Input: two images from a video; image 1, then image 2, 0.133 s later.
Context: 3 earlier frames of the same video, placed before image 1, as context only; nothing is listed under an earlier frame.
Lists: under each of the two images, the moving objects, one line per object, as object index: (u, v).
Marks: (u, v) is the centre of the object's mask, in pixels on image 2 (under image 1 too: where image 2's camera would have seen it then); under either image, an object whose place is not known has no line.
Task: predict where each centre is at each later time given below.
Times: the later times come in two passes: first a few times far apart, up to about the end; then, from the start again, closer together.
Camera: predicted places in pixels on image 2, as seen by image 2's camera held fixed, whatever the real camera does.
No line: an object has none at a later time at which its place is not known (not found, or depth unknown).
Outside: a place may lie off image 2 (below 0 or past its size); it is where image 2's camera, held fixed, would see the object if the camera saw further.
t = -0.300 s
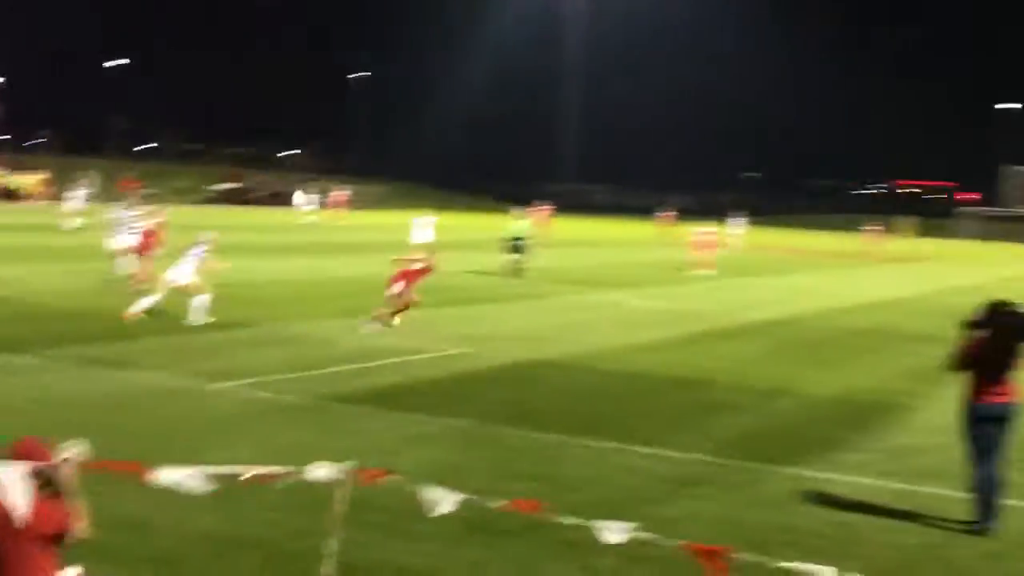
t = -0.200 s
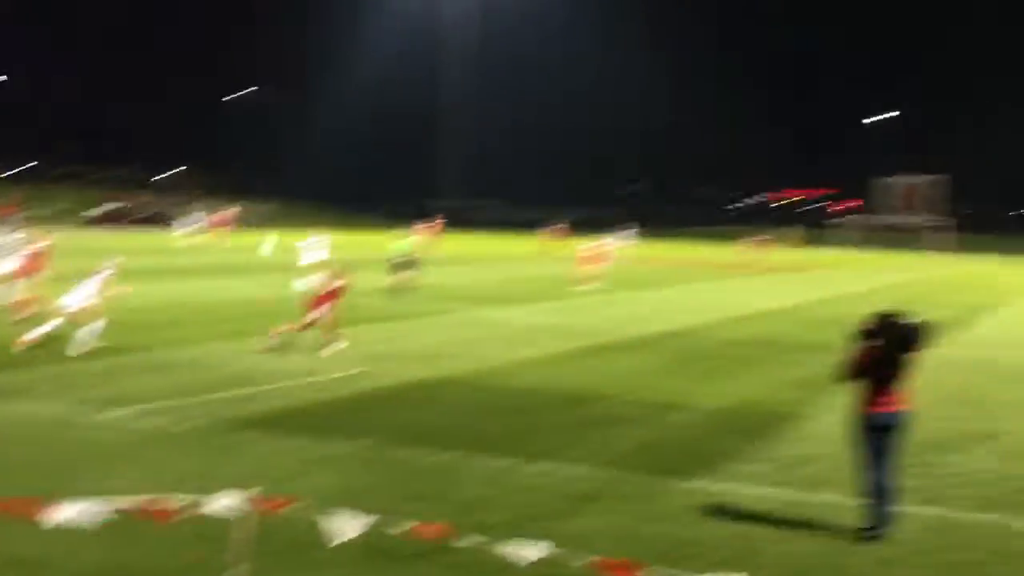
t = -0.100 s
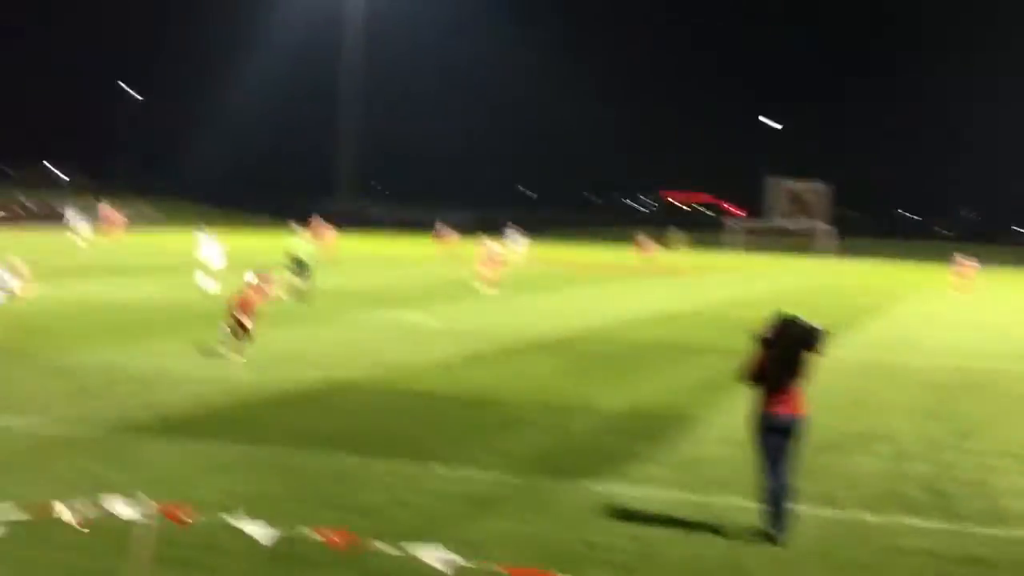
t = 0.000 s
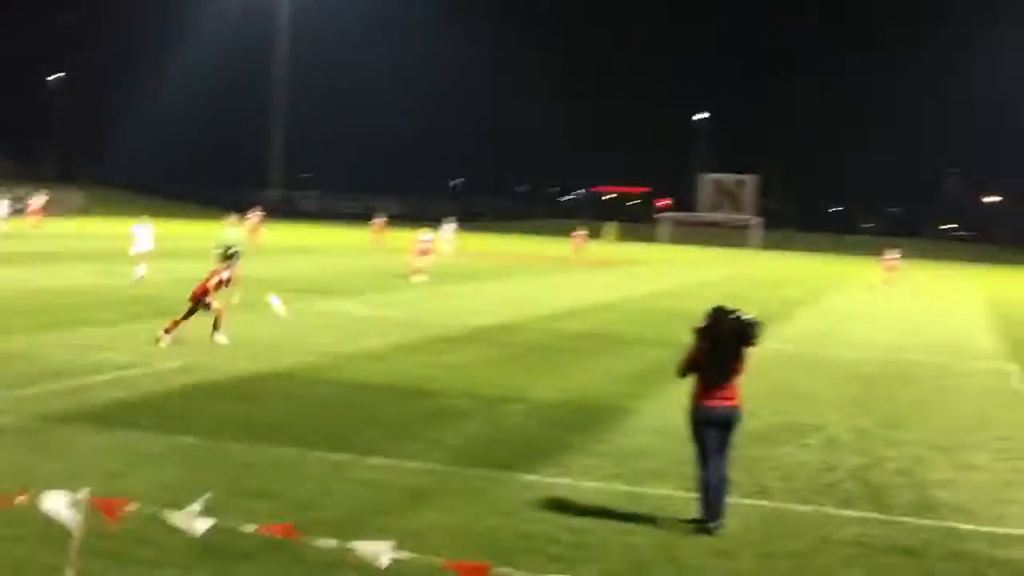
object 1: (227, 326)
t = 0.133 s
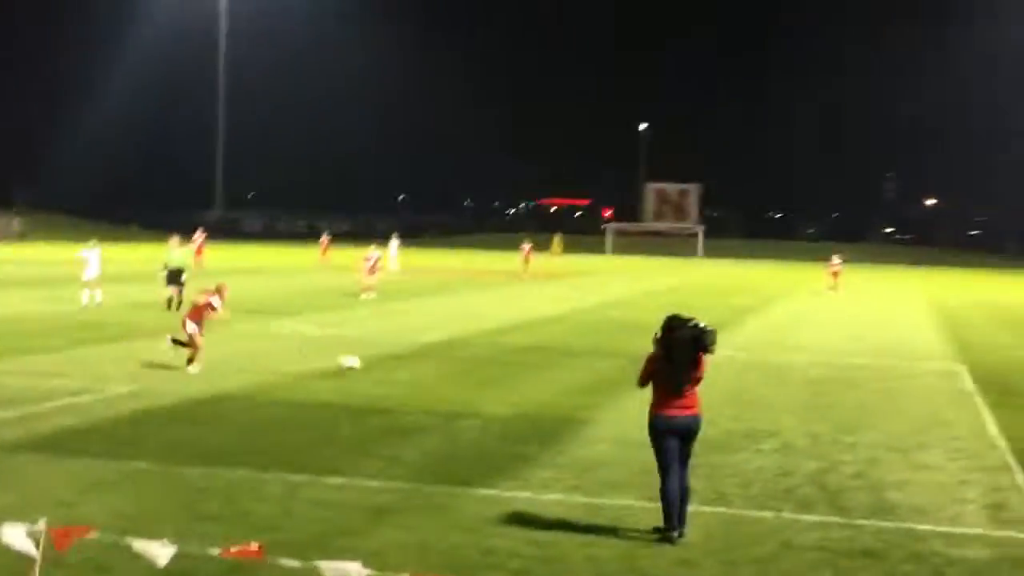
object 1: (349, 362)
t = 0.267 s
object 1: (439, 338)
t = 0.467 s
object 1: (580, 329)
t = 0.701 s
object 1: (753, 351)
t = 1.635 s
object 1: (1366, 422)
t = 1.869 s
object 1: (1524, 437)
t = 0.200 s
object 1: (392, 345)
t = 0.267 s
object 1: (439, 338)
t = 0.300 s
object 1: (462, 332)
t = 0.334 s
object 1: (485, 332)
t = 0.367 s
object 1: (509, 329)
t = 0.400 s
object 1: (532, 328)
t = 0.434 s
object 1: (555, 329)
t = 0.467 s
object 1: (580, 329)
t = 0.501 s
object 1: (604, 330)
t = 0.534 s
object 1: (629, 332)
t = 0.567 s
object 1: (653, 334)
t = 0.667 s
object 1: (728, 345)
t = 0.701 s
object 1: (753, 351)
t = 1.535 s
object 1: (1300, 421)
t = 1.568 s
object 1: (1323, 419)
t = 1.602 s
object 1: (1344, 420)
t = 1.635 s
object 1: (1366, 422)
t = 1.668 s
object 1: (1389, 424)
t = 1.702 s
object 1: (1411, 426)
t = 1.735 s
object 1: (1434, 431)
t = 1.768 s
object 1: (1456, 435)
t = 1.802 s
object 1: (1480, 440)
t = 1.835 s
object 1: (1502, 436)
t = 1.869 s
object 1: (1524, 437)
